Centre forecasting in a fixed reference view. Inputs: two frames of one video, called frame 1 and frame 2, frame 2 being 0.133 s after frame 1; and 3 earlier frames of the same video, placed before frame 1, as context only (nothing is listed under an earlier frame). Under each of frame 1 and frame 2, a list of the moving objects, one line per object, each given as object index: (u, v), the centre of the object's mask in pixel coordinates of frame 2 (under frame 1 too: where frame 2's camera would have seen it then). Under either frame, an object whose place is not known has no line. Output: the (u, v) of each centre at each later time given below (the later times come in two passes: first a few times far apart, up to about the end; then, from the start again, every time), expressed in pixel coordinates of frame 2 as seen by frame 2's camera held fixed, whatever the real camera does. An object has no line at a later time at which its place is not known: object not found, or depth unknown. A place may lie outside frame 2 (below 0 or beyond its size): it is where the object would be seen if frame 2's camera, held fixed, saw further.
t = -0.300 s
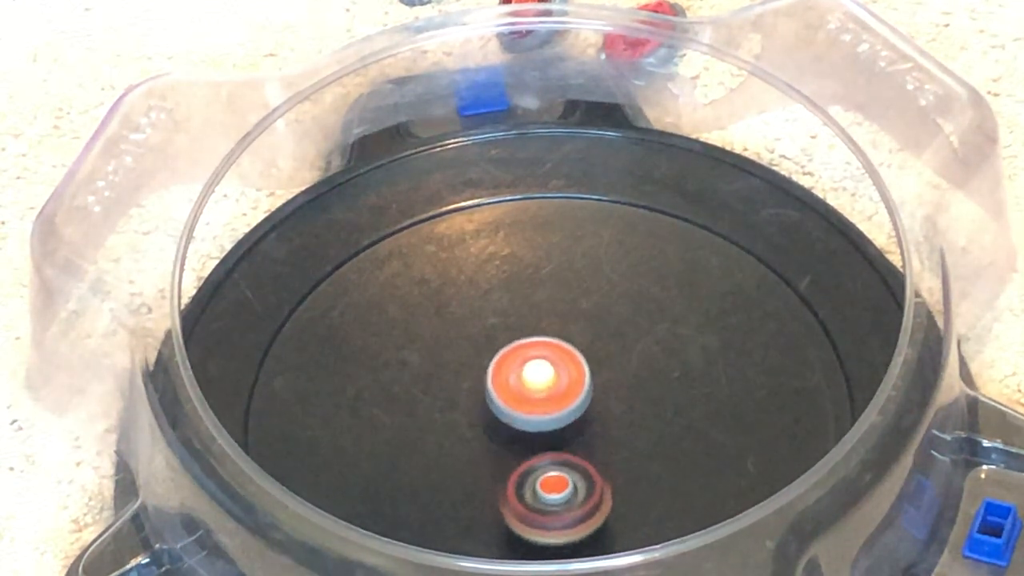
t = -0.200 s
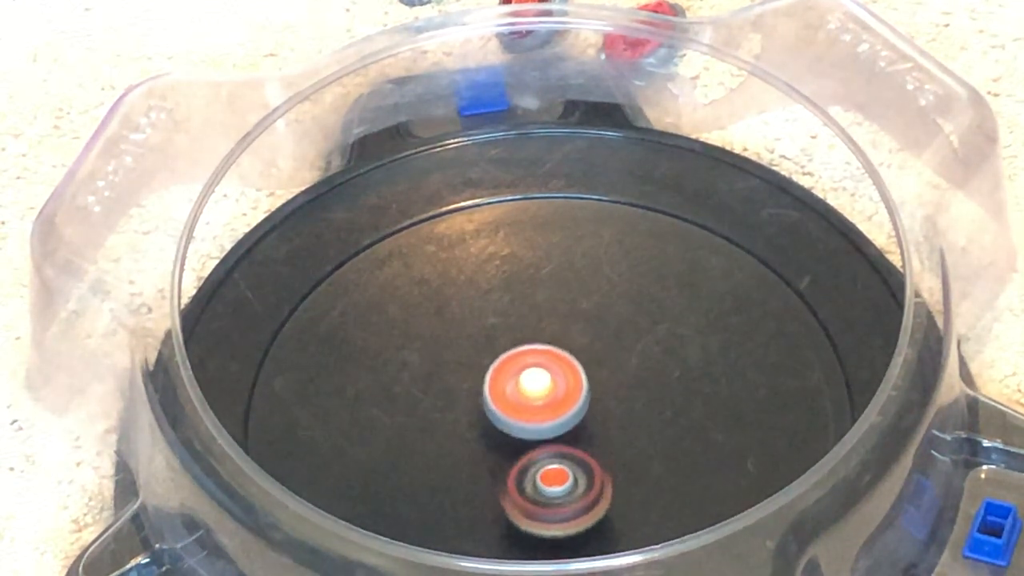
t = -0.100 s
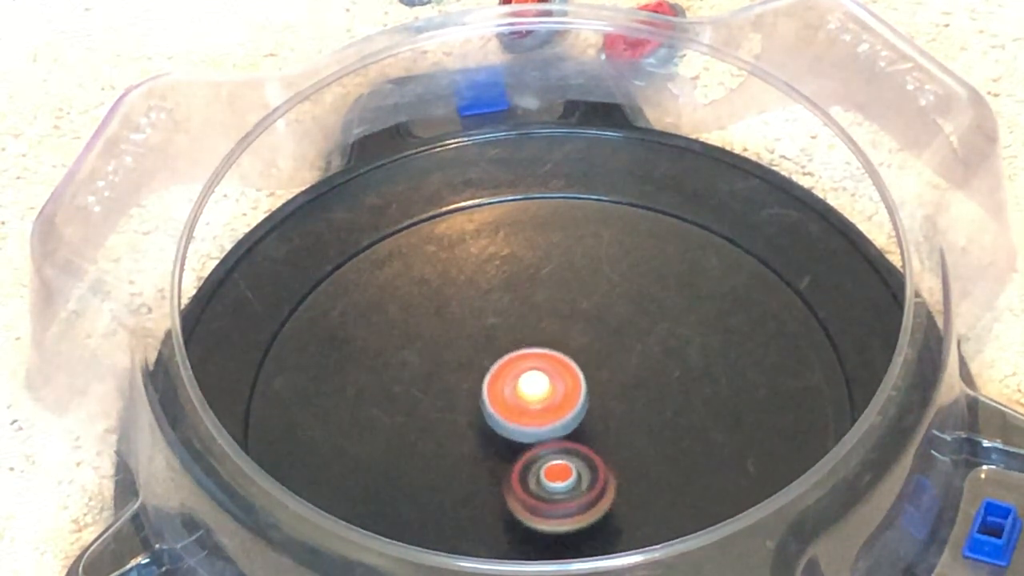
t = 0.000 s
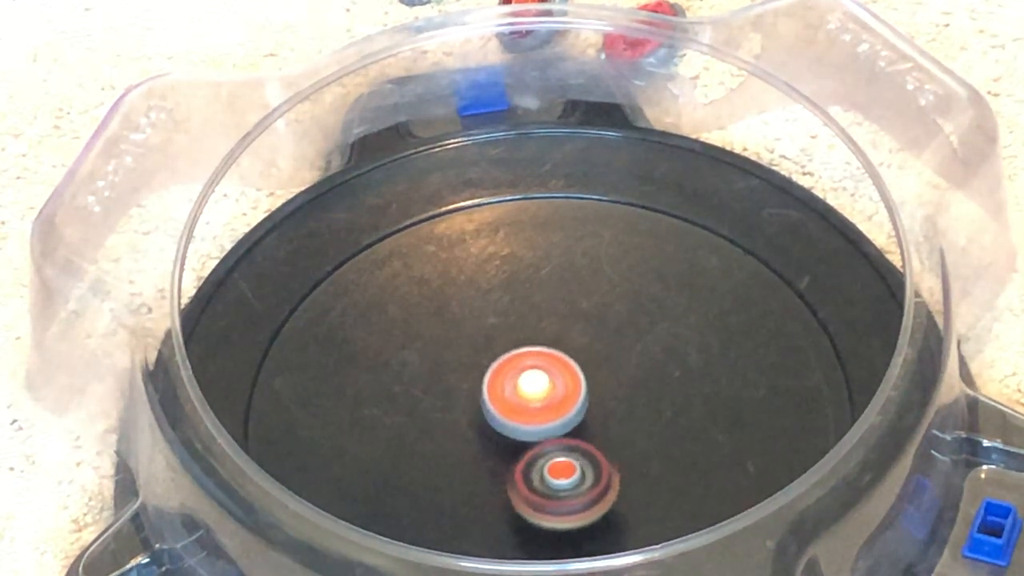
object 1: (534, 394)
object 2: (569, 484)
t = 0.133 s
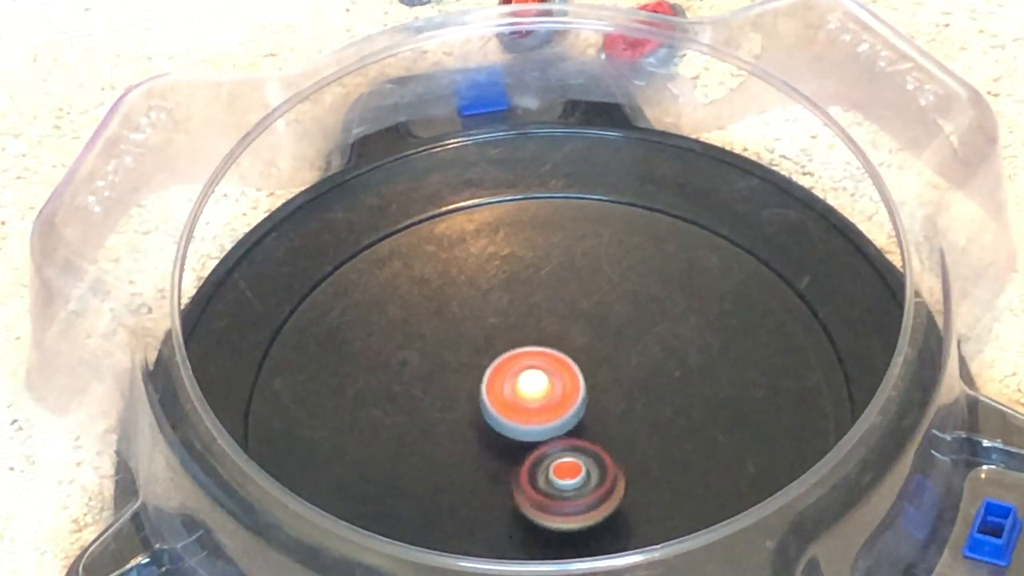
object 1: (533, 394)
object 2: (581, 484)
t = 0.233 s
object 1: (529, 391)
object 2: (586, 484)
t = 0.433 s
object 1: (527, 397)
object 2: (593, 479)
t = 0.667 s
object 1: (526, 401)
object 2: (606, 476)
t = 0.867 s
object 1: (527, 403)
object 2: (615, 474)
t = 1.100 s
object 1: (528, 405)
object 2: (623, 469)
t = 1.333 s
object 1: (522, 403)
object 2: (629, 465)
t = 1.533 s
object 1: (523, 408)
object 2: (630, 461)
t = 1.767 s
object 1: (517, 412)
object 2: (631, 458)
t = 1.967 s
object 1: (512, 416)
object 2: (637, 455)
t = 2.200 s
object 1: (510, 418)
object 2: (642, 449)
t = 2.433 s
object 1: (510, 422)
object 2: (636, 440)
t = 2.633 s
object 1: (504, 423)
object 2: (647, 432)
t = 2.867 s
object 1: (495, 426)
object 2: (655, 422)
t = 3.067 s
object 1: (508, 431)
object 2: (640, 418)
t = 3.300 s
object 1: (504, 433)
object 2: (650, 410)
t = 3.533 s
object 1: (509, 432)
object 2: (641, 404)
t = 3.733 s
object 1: (514, 433)
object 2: (631, 397)
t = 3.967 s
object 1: (514, 435)
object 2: (623, 391)
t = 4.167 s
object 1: (507, 446)
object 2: (627, 383)
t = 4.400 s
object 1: (526, 447)
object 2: (613, 388)
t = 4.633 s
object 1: (533, 453)
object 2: (612, 383)
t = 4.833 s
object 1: (540, 460)
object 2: (608, 374)
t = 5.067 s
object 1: (554, 456)
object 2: (595, 372)
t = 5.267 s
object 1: (555, 456)
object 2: (582, 368)
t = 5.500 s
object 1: (556, 456)
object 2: (565, 366)
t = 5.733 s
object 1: (559, 452)
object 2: (550, 367)
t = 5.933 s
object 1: (562, 459)
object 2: (542, 362)
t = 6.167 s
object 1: (564, 451)
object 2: (529, 370)
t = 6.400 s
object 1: (580, 467)
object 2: (509, 346)
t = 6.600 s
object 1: (588, 455)
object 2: (503, 352)
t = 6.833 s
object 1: (579, 440)
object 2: (511, 371)
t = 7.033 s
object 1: (589, 455)
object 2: (495, 351)
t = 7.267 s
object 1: (582, 440)
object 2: (511, 364)
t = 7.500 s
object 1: (574, 444)
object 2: (519, 369)
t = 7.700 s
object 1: (573, 447)
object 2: (530, 368)
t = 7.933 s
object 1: (575, 449)
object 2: (542, 367)
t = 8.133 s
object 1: (572, 450)
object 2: (552, 368)
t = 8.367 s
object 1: (570, 457)
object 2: (560, 369)
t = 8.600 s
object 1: (567, 477)
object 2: (566, 354)
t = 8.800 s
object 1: (570, 472)
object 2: (568, 365)
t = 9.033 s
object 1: (557, 481)
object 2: (564, 350)
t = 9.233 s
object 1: (557, 473)
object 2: (566, 352)
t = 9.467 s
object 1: (554, 454)
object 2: (569, 370)
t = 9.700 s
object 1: (547, 456)
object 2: (578, 370)
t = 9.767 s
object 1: (546, 459)
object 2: (582, 370)
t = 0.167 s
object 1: (532, 395)
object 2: (583, 482)
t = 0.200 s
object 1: (530, 393)
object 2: (585, 485)
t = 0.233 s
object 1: (529, 391)
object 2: (586, 484)
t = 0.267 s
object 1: (529, 391)
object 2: (587, 483)
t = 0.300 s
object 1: (529, 392)
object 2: (588, 481)
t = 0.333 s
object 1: (529, 394)
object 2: (589, 482)
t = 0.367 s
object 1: (529, 396)
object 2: (589, 480)
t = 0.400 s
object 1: (527, 396)
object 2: (591, 480)
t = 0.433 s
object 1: (527, 397)
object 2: (593, 479)
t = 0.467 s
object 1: (526, 396)
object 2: (595, 479)
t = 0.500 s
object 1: (527, 397)
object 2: (597, 478)
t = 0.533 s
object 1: (526, 397)
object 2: (598, 478)
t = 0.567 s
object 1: (526, 397)
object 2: (600, 478)
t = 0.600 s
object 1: (526, 398)
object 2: (602, 476)
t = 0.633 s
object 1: (526, 400)
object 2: (604, 476)
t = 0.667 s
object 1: (526, 401)
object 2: (606, 476)
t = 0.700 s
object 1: (526, 401)
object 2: (607, 476)
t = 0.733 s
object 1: (525, 399)
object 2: (610, 477)
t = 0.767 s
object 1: (525, 399)
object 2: (611, 477)
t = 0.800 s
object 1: (526, 400)
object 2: (612, 476)
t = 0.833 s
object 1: (527, 401)
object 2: (612, 475)
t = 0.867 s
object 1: (527, 403)
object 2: (615, 474)
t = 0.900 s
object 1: (527, 404)
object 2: (616, 473)
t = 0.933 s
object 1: (527, 404)
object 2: (618, 473)
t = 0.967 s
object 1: (526, 403)
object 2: (621, 473)
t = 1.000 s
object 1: (526, 403)
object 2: (621, 472)
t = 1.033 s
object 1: (526, 403)
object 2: (622, 472)
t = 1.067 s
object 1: (527, 404)
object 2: (622, 471)
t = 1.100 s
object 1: (528, 405)
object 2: (623, 469)
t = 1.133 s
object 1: (528, 406)
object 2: (625, 469)
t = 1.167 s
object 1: (526, 405)
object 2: (626, 469)
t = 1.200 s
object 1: (526, 405)
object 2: (625, 468)
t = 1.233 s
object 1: (526, 405)
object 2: (623, 467)
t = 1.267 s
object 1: (524, 404)
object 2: (628, 467)
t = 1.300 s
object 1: (522, 403)
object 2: (629, 467)
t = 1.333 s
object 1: (522, 403)
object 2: (629, 465)
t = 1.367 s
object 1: (522, 405)
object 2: (629, 464)
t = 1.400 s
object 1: (522, 406)
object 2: (628, 463)
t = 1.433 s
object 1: (522, 408)
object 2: (628, 462)
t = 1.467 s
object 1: (521, 407)
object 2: (630, 463)
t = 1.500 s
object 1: (522, 407)
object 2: (629, 462)
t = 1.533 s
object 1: (523, 408)
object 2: (630, 461)
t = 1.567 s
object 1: (518, 405)
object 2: (634, 464)
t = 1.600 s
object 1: (516, 405)
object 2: (635, 464)
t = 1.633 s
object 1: (515, 406)
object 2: (635, 462)
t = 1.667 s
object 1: (515, 407)
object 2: (633, 461)
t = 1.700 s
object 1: (515, 409)
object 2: (633, 461)
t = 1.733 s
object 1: (516, 411)
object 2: (632, 459)
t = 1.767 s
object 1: (517, 412)
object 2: (631, 458)
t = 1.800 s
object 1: (514, 412)
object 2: (634, 458)
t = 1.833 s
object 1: (511, 412)
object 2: (636, 459)
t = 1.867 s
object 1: (511, 413)
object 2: (636, 458)
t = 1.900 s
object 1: (512, 414)
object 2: (634, 457)
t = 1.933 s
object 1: (514, 416)
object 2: (633, 456)
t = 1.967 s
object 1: (512, 416)
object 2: (637, 455)
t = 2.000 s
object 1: (511, 416)
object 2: (640, 454)
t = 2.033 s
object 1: (511, 417)
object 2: (640, 454)
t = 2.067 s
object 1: (513, 418)
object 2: (639, 452)
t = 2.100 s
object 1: (514, 419)
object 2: (638, 450)
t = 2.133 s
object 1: (513, 419)
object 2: (639, 450)
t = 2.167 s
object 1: (511, 418)
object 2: (643, 450)
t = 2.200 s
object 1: (510, 418)
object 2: (642, 449)
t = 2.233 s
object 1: (511, 419)
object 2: (641, 448)
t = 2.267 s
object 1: (513, 420)
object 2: (640, 446)
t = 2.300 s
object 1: (514, 421)
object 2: (638, 444)
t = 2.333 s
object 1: (511, 421)
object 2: (636, 443)
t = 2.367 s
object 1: (509, 421)
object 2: (643, 442)
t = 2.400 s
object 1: (509, 421)
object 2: (642, 441)
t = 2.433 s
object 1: (510, 422)
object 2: (636, 440)
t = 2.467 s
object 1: (511, 422)
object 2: (640, 439)
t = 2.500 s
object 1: (509, 423)
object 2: (642, 437)
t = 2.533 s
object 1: (505, 422)
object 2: (646, 434)
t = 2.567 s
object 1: (503, 422)
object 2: (642, 434)
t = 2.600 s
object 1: (504, 423)
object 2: (649, 432)
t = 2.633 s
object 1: (504, 423)
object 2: (647, 432)
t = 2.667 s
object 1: (505, 424)
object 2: (645, 430)
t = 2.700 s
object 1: (507, 425)
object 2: (643, 428)
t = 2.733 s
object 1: (509, 425)
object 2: (640, 428)
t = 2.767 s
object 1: (510, 426)
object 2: (639, 426)
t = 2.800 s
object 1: (500, 426)
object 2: (645, 425)
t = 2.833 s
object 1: (496, 426)
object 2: (654, 423)
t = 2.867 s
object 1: (495, 426)
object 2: (655, 422)
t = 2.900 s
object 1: (496, 427)
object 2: (654, 421)
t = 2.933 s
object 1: (497, 428)
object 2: (653, 420)
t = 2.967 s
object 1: (499, 429)
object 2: (650, 420)
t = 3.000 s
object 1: (502, 430)
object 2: (646, 420)
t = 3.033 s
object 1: (505, 430)
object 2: (643, 419)
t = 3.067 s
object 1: (508, 431)
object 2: (640, 418)
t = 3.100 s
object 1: (511, 431)
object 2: (638, 418)
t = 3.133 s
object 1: (504, 431)
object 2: (646, 414)
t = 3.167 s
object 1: (499, 432)
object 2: (652, 412)
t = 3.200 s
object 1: (498, 432)
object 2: (653, 411)
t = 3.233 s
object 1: (499, 432)
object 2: (653, 410)
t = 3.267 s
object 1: (502, 433)
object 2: (652, 410)
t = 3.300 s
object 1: (504, 433)
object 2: (650, 410)
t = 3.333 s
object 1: (507, 434)
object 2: (647, 409)
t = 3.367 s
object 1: (509, 434)
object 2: (643, 410)
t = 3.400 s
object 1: (512, 433)
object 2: (639, 411)
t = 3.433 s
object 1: (513, 433)
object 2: (639, 410)
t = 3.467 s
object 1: (509, 434)
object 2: (643, 407)
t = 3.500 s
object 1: (508, 433)
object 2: (642, 405)
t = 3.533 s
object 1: (509, 432)
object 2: (641, 404)
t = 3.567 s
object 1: (511, 431)
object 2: (639, 403)
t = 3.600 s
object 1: (514, 430)
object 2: (636, 403)
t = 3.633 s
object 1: (514, 431)
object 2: (635, 400)
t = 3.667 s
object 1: (513, 432)
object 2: (635, 400)
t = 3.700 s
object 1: (514, 432)
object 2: (633, 398)
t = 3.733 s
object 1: (514, 433)
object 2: (631, 397)
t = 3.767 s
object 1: (514, 433)
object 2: (630, 396)
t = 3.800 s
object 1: (513, 433)
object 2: (629, 396)
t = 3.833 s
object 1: (513, 434)
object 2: (628, 395)
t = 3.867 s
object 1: (513, 434)
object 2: (626, 394)
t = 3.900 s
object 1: (512, 434)
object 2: (620, 394)
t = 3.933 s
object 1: (513, 435)
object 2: (624, 392)
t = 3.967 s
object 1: (514, 435)
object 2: (623, 391)
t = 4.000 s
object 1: (506, 438)
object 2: (623, 387)
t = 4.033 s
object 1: (502, 441)
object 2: (628, 384)
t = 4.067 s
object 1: (501, 442)
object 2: (635, 382)
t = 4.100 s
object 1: (502, 444)
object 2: (628, 383)
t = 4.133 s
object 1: (504, 445)
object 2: (627, 383)
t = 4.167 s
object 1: (507, 446)
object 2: (627, 383)
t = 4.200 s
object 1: (509, 447)
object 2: (632, 382)
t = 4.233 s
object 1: (512, 447)
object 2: (630, 383)
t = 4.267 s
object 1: (515, 447)
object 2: (623, 385)
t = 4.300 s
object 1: (518, 447)
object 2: (626, 387)
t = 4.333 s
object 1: (522, 447)
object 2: (623, 388)
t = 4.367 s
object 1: (525, 446)
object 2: (615, 389)
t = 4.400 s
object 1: (526, 447)
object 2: (613, 388)
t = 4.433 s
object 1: (528, 448)
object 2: (611, 388)
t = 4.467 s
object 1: (528, 449)
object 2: (616, 387)
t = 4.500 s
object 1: (529, 450)
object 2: (609, 386)
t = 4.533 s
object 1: (529, 451)
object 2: (608, 385)
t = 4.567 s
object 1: (529, 453)
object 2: (615, 383)
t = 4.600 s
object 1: (530, 453)
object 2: (614, 382)
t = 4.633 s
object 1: (533, 453)
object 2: (612, 383)
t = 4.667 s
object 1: (536, 453)
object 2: (605, 383)
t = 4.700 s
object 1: (535, 457)
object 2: (610, 379)
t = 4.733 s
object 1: (534, 459)
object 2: (612, 376)
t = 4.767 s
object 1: (535, 460)
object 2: (603, 374)
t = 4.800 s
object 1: (537, 460)
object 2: (600, 375)
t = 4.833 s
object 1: (540, 460)
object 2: (608, 374)
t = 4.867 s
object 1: (543, 459)
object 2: (600, 375)
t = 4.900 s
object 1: (546, 458)
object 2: (598, 375)
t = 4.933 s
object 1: (549, 457)
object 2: (598, 375)
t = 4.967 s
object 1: (551, 456)
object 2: (601, 374)
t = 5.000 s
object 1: (553, 456)
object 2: (600, 374)
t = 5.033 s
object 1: (554, 456)
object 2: (598, 373)
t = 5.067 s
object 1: (554, 456)
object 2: (595, 372)
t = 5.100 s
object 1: (555, 456)
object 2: (593, 371)
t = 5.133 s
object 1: (555, 456)
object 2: (591, 371)
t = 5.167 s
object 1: (556, 455)
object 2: (589, 370)
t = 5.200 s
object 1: (556, 455)
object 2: (587, 369)
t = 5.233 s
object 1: (556, 457)
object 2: (584, 368)
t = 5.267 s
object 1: (555, 456)
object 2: (582, 368)
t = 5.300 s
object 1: (556, 455)
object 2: (581, 368)
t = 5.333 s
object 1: (557, 454)
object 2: (578, 368)
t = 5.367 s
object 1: (557, 454)
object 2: (575, 367)
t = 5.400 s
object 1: (557, 455)
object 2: (572, 367)
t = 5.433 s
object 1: (556, 455)
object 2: (570, 367)
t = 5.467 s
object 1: (557, 454)
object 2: (568, 367)
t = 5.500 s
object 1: (556, 456)
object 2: (565, 366)
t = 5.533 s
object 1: (556, 458)
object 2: (564, 365)
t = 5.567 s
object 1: (556, 458)
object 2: (562, 365)
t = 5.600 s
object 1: (556, 457)
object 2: (560, 365)
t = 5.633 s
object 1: (557, 456)
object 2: (557, 365)
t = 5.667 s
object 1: (558, 455)
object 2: (555, 366)
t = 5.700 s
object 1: (559, 453)
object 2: (553, 367)
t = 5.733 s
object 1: (559, 452)
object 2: (550, 367)
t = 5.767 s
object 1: (560, 457)
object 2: (548, 363)
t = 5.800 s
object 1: (560, 461)
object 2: (546, 359)
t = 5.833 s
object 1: (560, 462)
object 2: (545, 359)
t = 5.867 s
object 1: (560, 462)
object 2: (545, 359)
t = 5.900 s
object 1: (561, 461)
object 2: (544, 361)
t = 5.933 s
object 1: (562, 459)
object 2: (542, 362)
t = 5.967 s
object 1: (563, 458)
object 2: (541, 363)
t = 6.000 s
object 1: (564, 456)
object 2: (539, 365)
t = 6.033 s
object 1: (565, 455)
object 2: (539, 366)
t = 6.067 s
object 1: (564, 453)
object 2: (537, 368)
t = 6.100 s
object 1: (564, 451)
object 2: (535, 369)
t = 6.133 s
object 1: (563, 450)
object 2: (533, 370)
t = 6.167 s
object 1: (564, 451)
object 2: (529, 370)
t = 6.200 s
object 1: (564, 451)
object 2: (527, 371)
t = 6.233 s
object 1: (563, 449)
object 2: (526, 371)
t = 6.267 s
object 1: (564, 450)
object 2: (523, 371)
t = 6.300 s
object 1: (573, 460)
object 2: (514, 360)
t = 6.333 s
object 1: (576, 466)
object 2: (509, 348)
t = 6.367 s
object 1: (578, 467)
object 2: (509, 346)
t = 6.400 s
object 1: (580, 467)
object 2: (509, 346)
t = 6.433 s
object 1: (582, 466)
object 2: (509, 347)
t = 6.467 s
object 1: (584, 464)
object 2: (509, 347)
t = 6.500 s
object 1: (586, 462)
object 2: (509, 348)
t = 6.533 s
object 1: (587, 460)
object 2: (509, 349)
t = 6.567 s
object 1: (588, 458)
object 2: (511, 350)
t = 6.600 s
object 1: (588, 455)
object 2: (503, 352)
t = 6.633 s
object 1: (587, 453)
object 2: (513, 353)
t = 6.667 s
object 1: (587, 451)
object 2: (514, 356)
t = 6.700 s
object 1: (586, 449)
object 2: (515, 359)
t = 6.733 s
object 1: (584, 446)
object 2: (517, 362)
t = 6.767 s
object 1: (583, 444)
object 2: (517, 364)
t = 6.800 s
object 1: (581, 442)
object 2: (510, 368)
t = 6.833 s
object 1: (579, 440)
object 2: (511, 371)
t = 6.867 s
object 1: (577, 439)
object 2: (511, 372)
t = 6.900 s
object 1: (585, 448)
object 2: (511, 362)
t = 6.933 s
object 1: (590, 455)
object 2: (502, 353)
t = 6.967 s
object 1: (590, 457)
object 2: (491, 350)
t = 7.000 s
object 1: (589, 456)
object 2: (493, 350)
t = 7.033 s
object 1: (589, 455)
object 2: (495, 351)
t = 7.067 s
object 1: (588, 453)
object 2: (497, 352)
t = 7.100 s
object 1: (587, 451)
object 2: (499, 354)
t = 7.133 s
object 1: (586, 448)
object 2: (502, 356)
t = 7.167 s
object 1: (585, 446)
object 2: (504, 357)
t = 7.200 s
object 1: (585, 443)
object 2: (506, 360)
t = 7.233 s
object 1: (584, 442)
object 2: (508, 362)
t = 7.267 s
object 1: (582, 440)
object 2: (511, 364)
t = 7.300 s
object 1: (579, 439)
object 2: (514, 366)
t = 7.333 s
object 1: (577, 438)
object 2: (515, 368)
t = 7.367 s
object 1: (576, 438)
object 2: (515, 368)
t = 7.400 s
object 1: (576, 439)
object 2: (516, 369)
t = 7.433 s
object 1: (577, 442)
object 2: (517, 368)
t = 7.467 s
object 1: (576, 444)
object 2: (518, 368)
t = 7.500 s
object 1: (574, 444)
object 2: (519, 369)
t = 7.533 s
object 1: (572, 443)
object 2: (522, 369)
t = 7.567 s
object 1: (572, 445)
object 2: (523, 368)
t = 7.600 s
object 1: (574, 446)
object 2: (525, 368)
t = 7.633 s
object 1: (573, 446)
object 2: (527, 369)
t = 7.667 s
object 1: (572, 446)
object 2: (529, 369)
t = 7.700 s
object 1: (573, 447)
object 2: (530, 368)
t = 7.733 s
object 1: (573, 450)
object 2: (531, 367)
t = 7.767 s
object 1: (573, 450)
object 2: (534, 367)
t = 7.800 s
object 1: (573, 450)
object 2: (536, 368)
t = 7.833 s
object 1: (573, 448)
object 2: (538, 368)
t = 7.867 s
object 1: (573, 447)
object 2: (540, 368)
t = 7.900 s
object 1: (574, 448)
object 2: (541, 367)
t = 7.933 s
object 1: (575, 449)
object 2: (542, 367)
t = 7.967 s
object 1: (575, 449)
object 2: (545, 367)
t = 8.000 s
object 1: (575, 448)
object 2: (546, 367)
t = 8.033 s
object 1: (575, 448)
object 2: (548, 367)
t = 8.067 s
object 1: (574, 449)
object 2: (549, 367)
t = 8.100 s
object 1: (573, 449)
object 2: (551, 367)
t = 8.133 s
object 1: (572, 450)
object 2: (552, 368)
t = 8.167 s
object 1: (573, 455)
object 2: (553, 365)
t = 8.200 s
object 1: (572, 457)
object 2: (555, 365)
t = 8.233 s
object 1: (571, 458)
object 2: (557, 365)
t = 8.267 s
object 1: (570, 458)
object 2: (558, 366)
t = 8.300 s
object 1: (570, 458)
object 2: (559, 366)
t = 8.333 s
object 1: (570, 457)
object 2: (560, 367)
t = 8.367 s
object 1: (570, 457)
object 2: (560, 369)
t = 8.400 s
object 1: (570, 456)
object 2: (562, 370)
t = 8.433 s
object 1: (570, 455)
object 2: (562, 372)
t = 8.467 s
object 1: (569, 461)
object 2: (562, 368)
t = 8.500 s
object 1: (568, 471)
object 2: (562, 358)
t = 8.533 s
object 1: (567, 475)
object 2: (563, 353)
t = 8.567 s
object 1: (567, 476)
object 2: (565, 353)
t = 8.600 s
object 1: (567, 477)
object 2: (566, 354)
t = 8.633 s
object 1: (568, 477)
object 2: (566, 355)
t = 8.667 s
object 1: (568, 477)
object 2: (567, 355)
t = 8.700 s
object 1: (569, 476)
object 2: (567, 357)
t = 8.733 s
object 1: (570, 475)
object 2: (568, 359)
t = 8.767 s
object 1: (570, 473)
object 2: (568, 362)
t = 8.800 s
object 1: (570, 472)
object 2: (568, 365)
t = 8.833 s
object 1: (570, 470)
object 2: (568, 369)
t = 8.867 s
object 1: (569, 467)
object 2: (568, 372)
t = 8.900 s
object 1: (567, 465)
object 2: (568, 375)
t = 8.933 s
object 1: (565, 462)
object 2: (568, 377)
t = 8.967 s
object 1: (563, 464)
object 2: (567, 375)
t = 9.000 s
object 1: (560, 475)
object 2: (565, 361)
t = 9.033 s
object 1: (557, 481)
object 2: (564, 350)
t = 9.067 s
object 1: (555, 482)
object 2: (564, 344)
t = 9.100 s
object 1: (555, 481)
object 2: (564, 343)
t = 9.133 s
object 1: (555, 479)
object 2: (564, 345)
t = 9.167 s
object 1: (556, 477)
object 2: (565, 347)
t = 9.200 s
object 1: (557, 475)
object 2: (566, 349)
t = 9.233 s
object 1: (557, 473)
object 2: (566, 352)
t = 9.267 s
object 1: (557, 471)
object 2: (566, 355)
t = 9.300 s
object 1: (557, 468)
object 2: (567, 359)
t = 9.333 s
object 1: (557, 465)
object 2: (568, 362)
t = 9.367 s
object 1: (556, 462)
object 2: (568, 365)
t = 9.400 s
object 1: (556, 458)
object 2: (569, 368)
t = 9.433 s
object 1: (555, 455)
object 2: (569, 370)
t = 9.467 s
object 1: (554, 454)
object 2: (569, 370)
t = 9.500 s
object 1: (553, 454)
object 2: (570, 370)
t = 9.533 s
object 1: (549, 460)
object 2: (573, 365)
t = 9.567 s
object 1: (547, 461)
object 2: (575, 363)
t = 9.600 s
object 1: (546, 461)
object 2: (576, 364)
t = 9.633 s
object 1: (546, 459)
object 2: (577, 366)
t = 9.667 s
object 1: (546, 458)
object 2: (577, 368)
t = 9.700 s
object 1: (547, 456)
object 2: (578, 370)
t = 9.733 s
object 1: (548, 455)
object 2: (579, 373)
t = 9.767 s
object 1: (546, 459)
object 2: (582, 370)
